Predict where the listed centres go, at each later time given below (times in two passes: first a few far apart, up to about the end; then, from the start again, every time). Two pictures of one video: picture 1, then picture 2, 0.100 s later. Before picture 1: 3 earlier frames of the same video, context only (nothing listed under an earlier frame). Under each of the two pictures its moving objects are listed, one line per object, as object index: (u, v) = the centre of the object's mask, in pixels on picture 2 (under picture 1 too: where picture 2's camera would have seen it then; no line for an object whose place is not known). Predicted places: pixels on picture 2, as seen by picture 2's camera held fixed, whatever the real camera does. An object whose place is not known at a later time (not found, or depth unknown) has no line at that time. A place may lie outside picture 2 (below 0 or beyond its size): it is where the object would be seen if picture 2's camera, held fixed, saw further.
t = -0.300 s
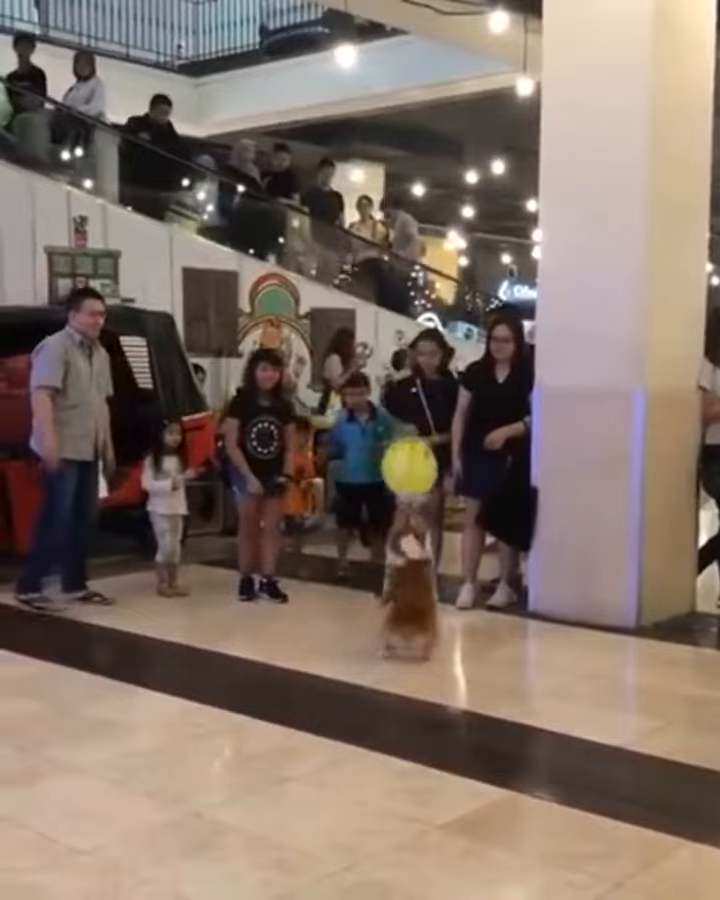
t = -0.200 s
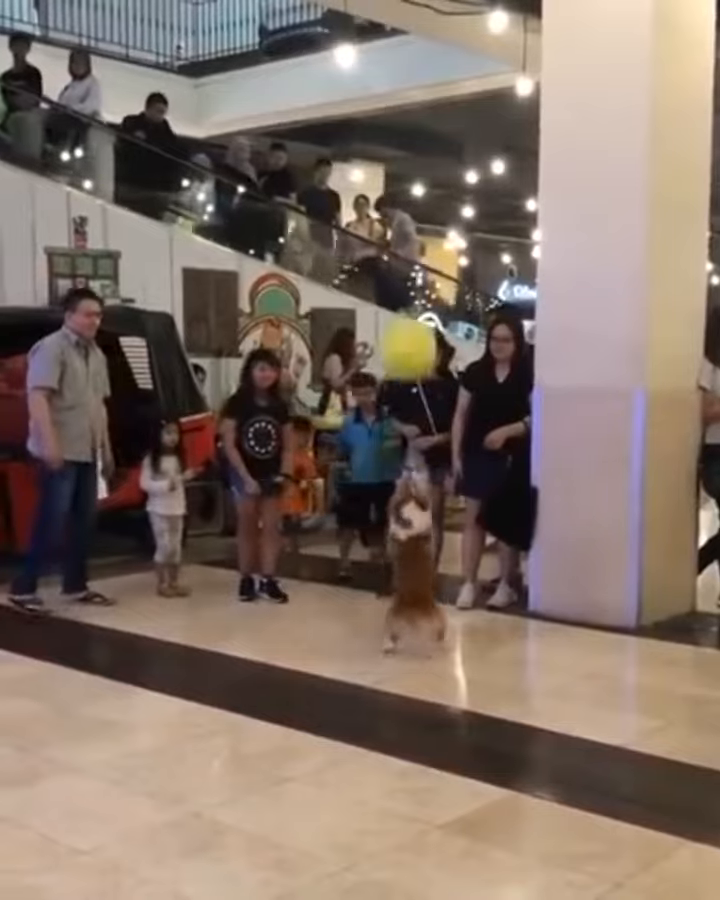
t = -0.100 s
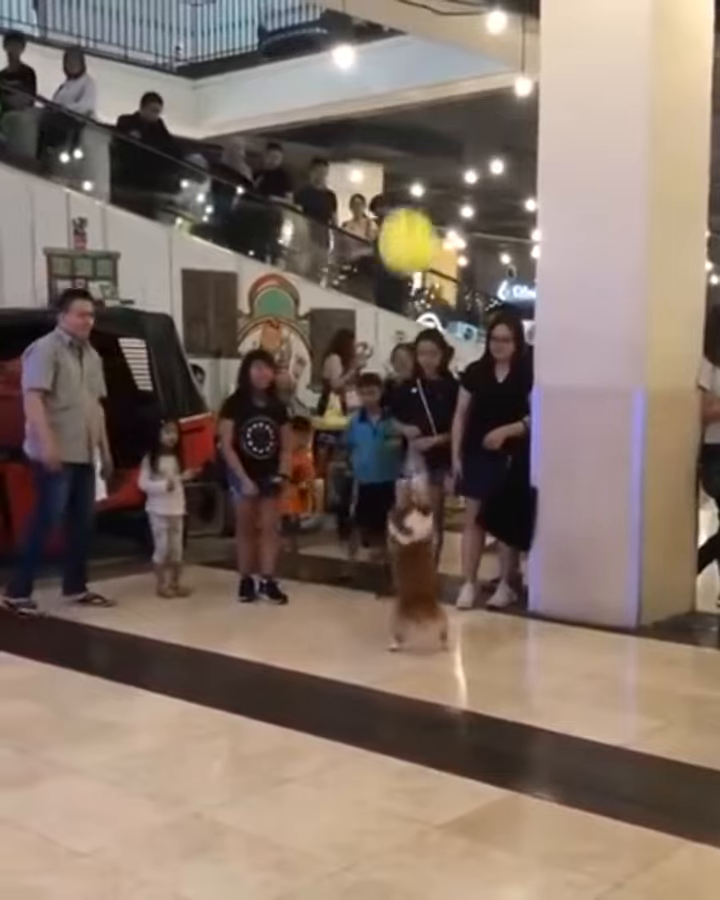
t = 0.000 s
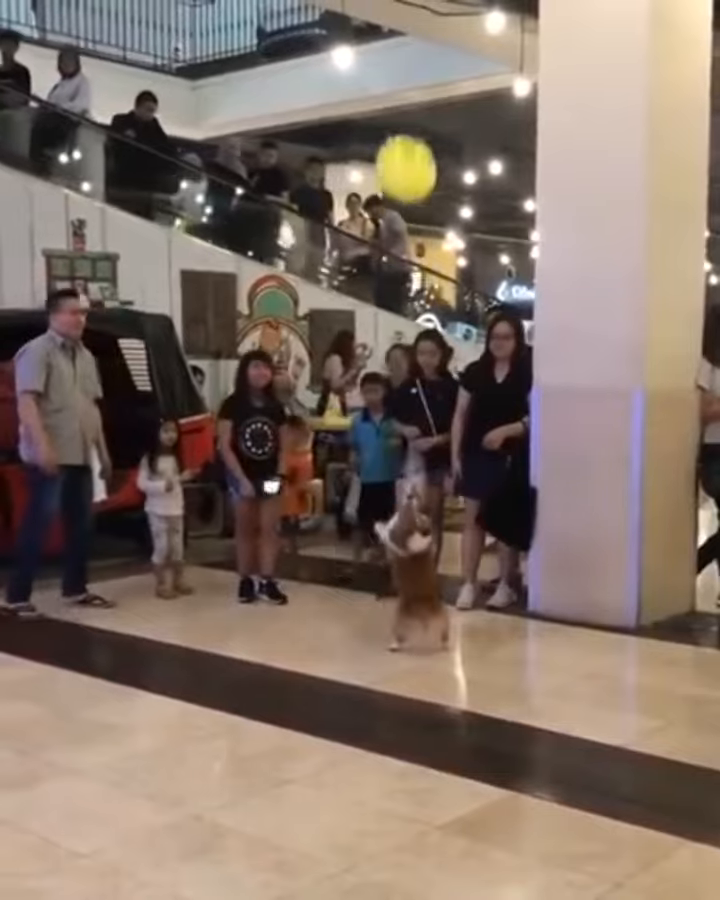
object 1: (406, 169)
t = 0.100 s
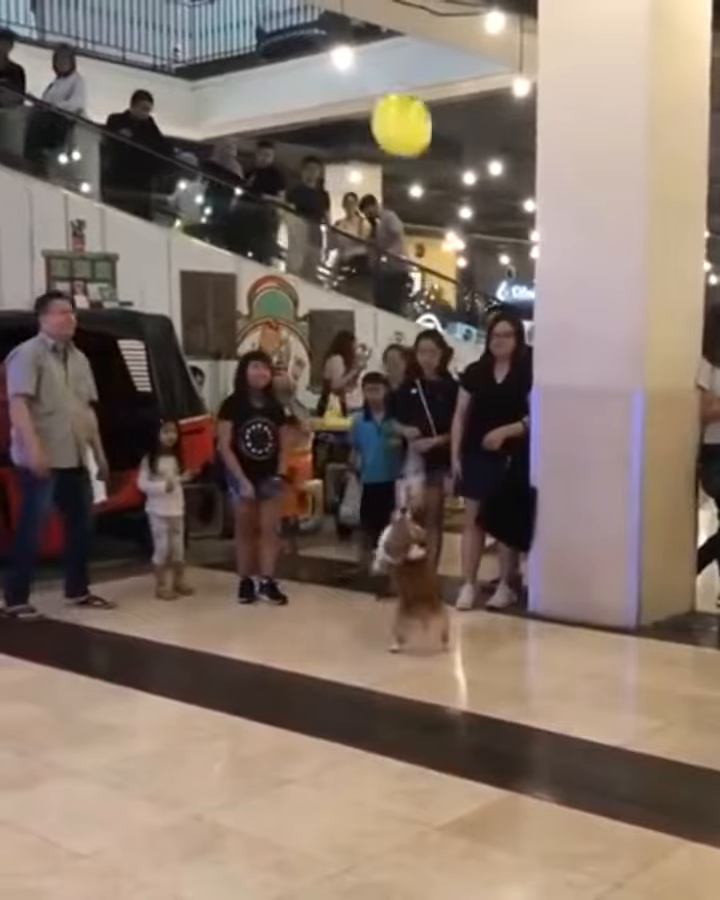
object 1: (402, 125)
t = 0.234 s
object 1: (398, 95)
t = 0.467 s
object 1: (392, 80)
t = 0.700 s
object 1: (388, 92)
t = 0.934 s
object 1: (382, 129)
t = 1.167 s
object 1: (375, 184)
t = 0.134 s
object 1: (401, 115)
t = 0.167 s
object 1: (400, 107)
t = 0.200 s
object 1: (398, 100)
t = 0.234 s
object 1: (398, 95)
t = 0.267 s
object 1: (397, 91)
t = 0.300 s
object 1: (395, 87)
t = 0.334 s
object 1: (394, 84)
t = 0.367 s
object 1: (393, 82)
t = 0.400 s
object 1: (392, 81)
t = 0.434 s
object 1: (392, 80)
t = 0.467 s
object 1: (392, 80)
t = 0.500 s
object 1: (391, 80)
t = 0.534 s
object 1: (390, 80)
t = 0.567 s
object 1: (390, 81)
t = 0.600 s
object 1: (389, 83)
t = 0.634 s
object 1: (389, 85)
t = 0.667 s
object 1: (389, 88)
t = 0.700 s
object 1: (388, 92)
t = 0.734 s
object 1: (387, 97)
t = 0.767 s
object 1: (387, 100)
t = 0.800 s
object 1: (386, 105)
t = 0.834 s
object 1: (385, 110)
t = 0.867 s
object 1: (384, 116)
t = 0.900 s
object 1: (383, 122)
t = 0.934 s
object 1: (382, 129)
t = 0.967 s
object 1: (381, 135)
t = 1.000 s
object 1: (380, 142)
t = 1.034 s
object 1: (380, 149)
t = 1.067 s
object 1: (378, 158)
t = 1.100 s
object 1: (377, 166)
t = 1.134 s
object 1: (376, 174)
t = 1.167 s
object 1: (375, 184)
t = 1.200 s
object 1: (374, 193)
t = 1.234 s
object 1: (371, 201)
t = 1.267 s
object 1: (370, 211)
